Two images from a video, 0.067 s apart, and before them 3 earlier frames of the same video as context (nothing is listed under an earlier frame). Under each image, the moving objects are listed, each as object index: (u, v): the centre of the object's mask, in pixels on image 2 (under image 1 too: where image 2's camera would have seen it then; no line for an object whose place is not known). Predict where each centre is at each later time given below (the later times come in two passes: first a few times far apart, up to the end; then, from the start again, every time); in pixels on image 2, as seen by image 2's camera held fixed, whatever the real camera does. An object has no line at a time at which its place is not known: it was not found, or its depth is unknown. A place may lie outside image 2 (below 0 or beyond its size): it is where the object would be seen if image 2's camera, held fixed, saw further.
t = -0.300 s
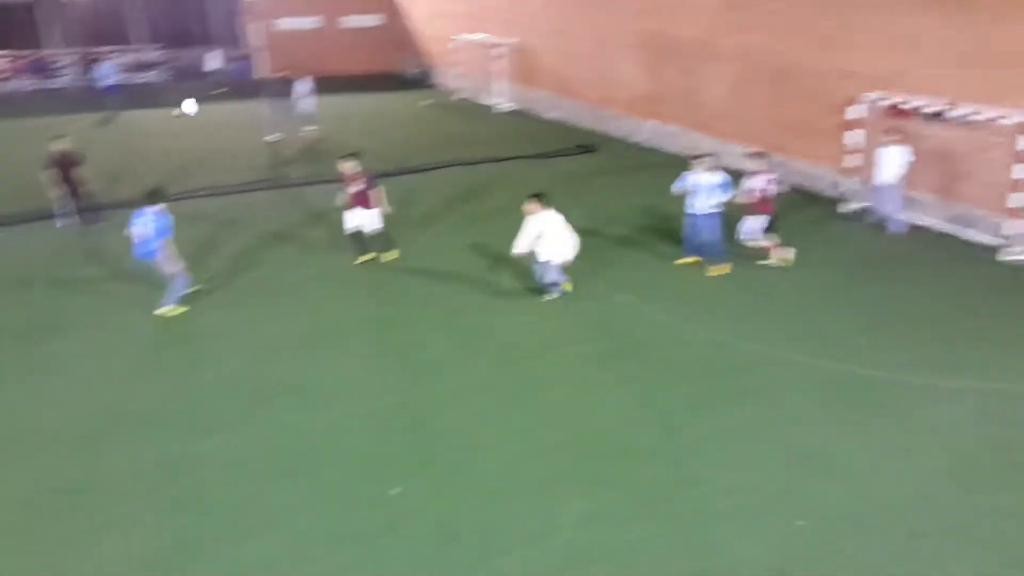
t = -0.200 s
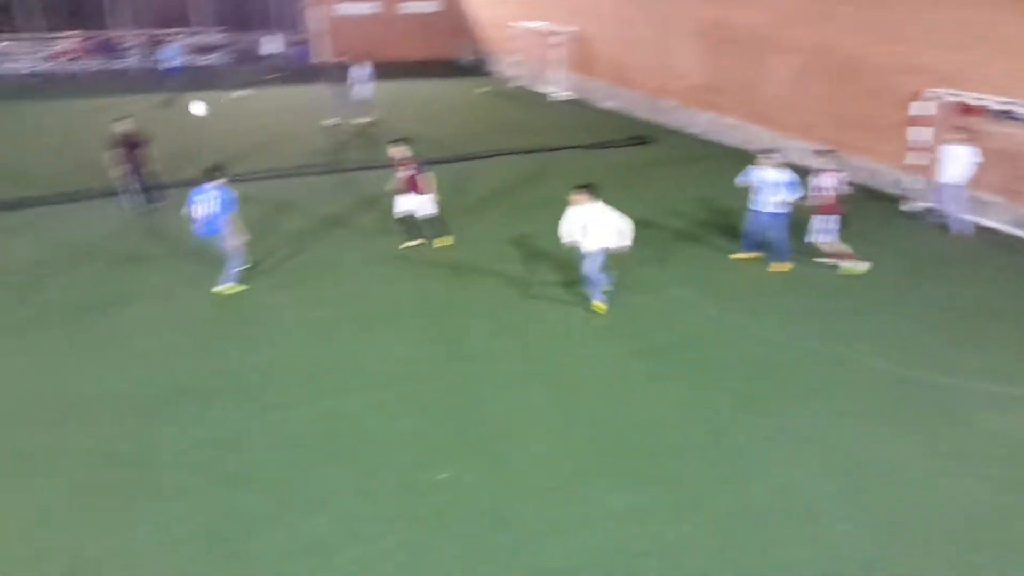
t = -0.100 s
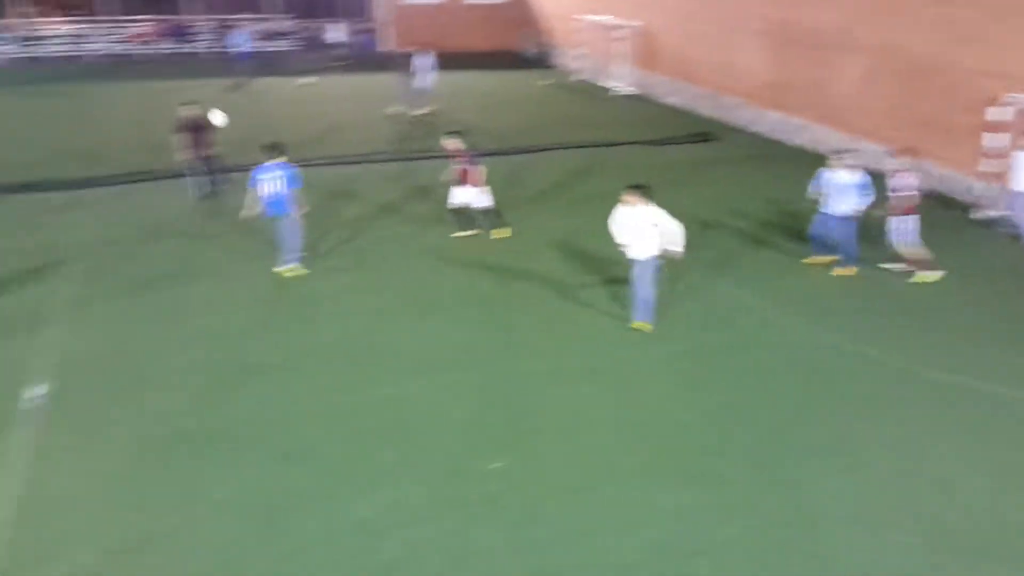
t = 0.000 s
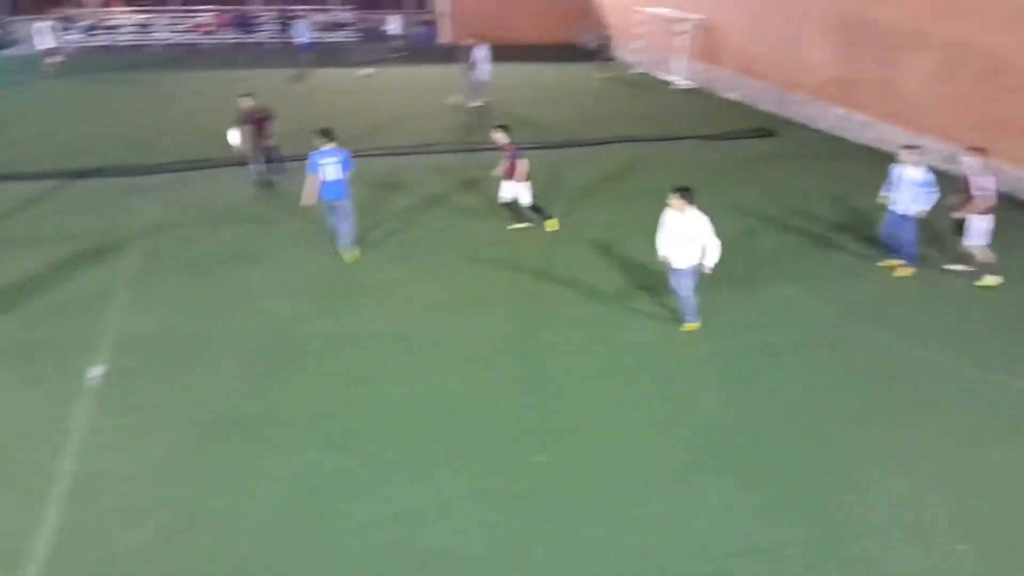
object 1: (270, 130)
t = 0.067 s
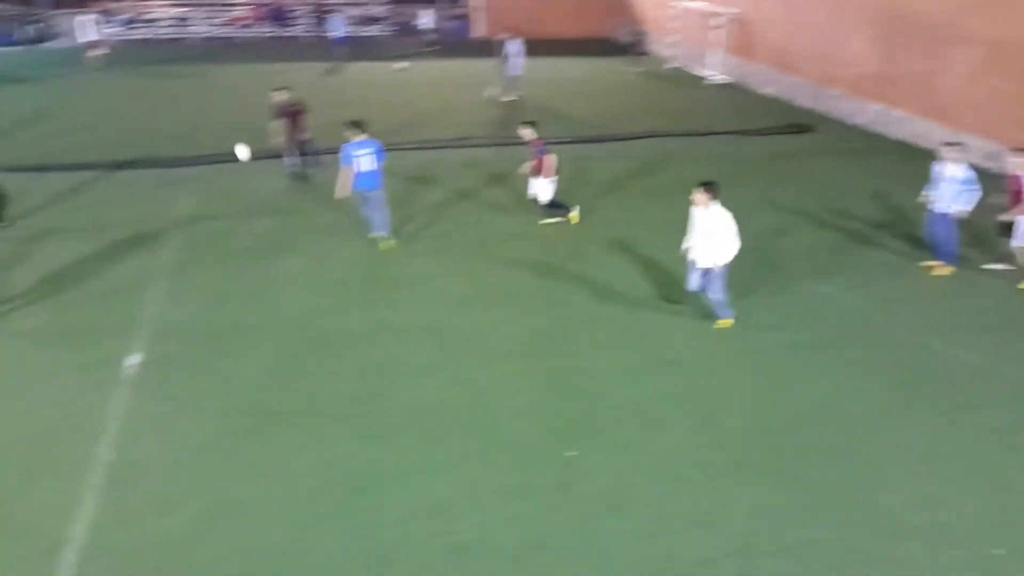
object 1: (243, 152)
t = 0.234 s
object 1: (183, 212)
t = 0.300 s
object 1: (163, 199)
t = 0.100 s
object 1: (230, 165)
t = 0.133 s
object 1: (218, 177)
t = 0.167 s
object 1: (206, 190)
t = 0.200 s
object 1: (194, 203)
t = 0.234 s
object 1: (183, 212)
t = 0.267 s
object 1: (172, 206)
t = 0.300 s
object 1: (163, 199)
